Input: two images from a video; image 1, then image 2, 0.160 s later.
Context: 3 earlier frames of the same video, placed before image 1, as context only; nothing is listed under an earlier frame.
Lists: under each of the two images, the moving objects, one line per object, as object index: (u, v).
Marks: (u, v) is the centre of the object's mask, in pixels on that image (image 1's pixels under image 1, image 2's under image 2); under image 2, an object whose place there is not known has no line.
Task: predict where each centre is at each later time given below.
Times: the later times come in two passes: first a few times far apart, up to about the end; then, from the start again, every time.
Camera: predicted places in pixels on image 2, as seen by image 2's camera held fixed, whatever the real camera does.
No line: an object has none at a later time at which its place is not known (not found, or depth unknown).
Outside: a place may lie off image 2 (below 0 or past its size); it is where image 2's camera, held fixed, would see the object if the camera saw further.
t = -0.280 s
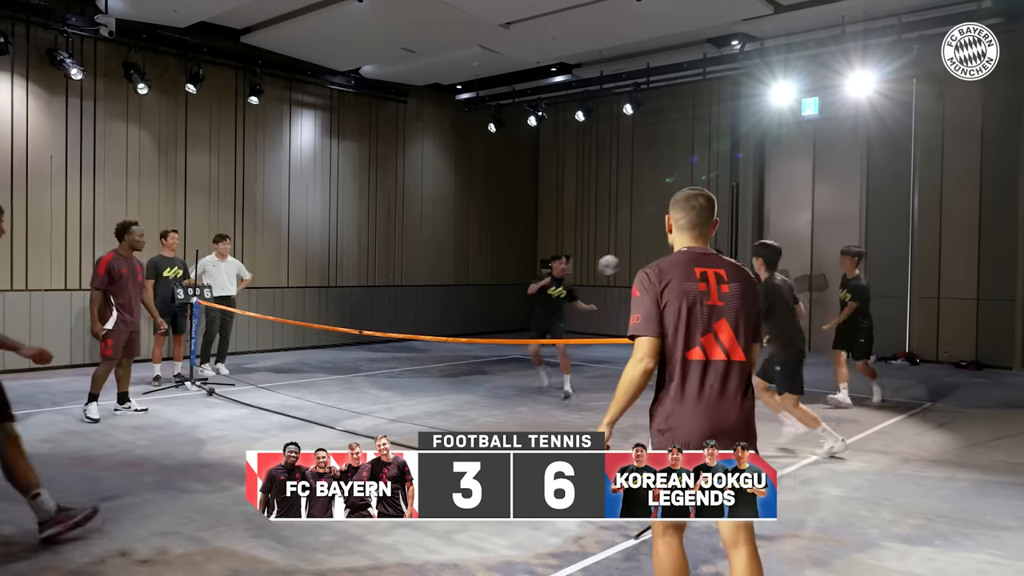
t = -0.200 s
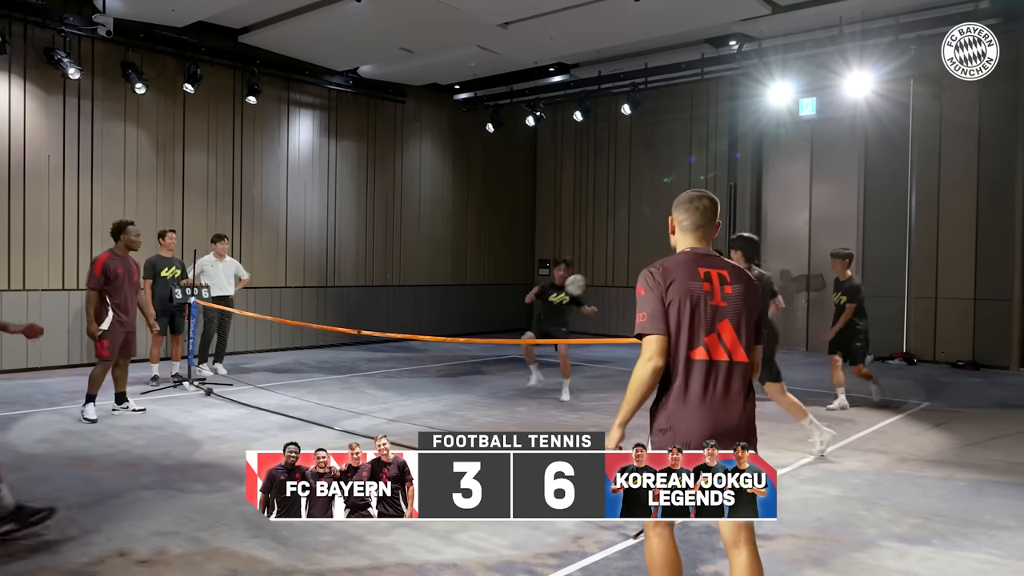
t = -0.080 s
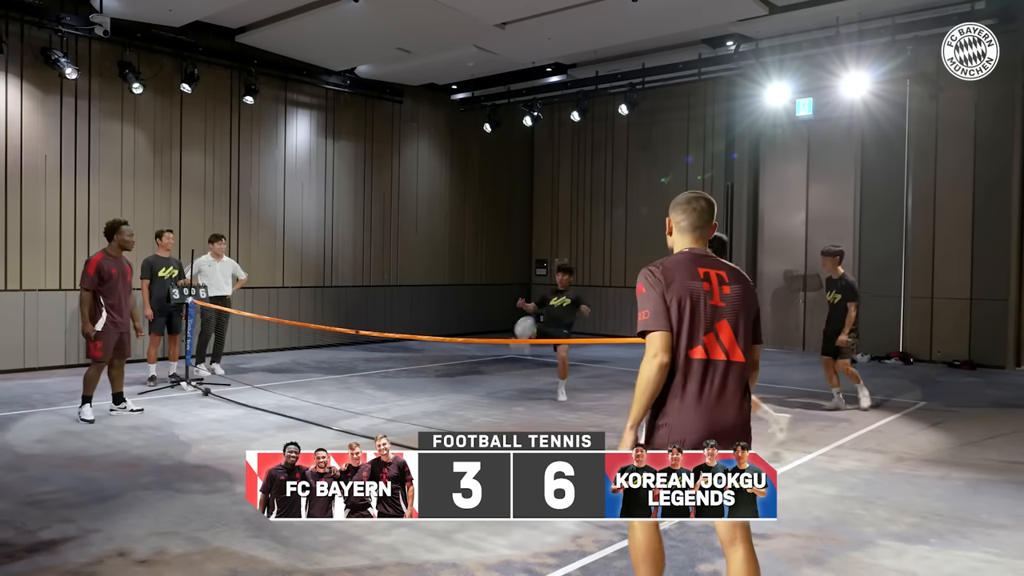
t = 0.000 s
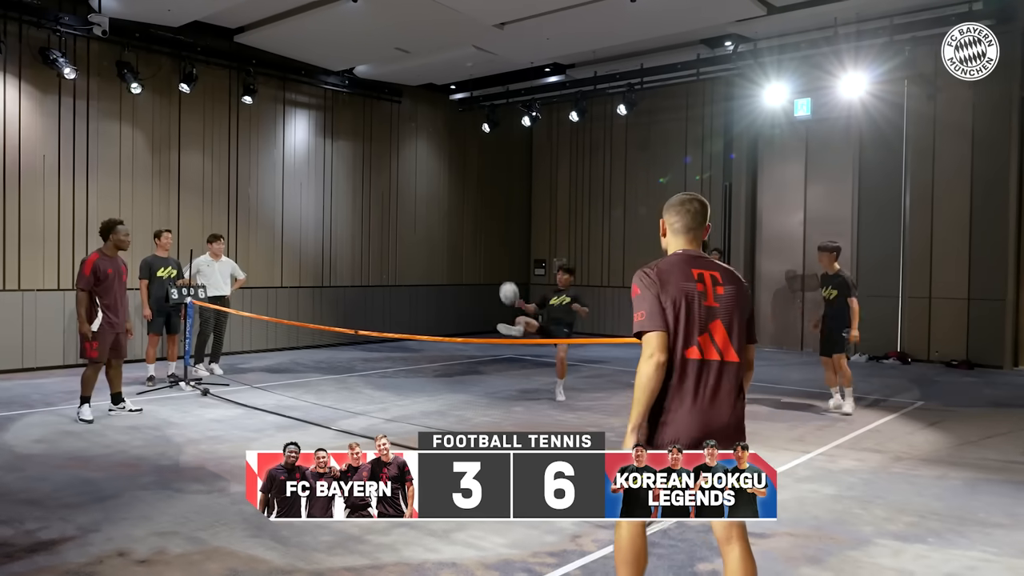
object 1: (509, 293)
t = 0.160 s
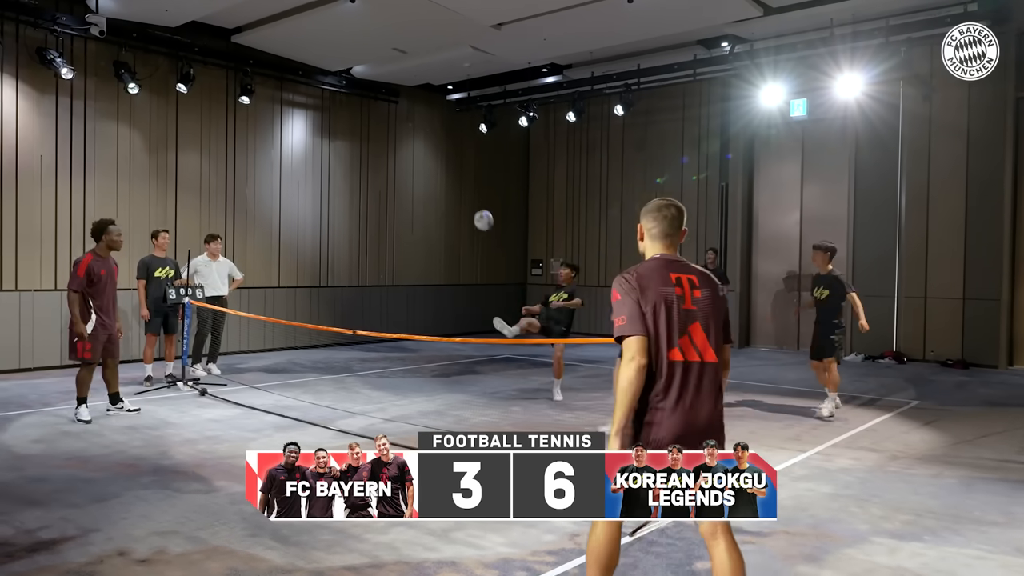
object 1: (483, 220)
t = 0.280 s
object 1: (467, 184)
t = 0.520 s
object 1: (436, 153)
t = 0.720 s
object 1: (411, 167)
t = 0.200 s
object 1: (478, 206)
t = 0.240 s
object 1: (472, 194)
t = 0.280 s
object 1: (467, 184)
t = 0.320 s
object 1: (462, 175)
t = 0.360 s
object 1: (456, 168)
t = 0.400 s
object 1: (451, 162)
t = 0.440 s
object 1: (446, 158)
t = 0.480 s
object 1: (440, 155)
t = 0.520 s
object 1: (436, 153)
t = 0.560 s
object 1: (430, 153)
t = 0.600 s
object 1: (425, 156)
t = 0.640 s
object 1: (420, 158)
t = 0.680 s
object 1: (415, 162)
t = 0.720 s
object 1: (411, 167)
